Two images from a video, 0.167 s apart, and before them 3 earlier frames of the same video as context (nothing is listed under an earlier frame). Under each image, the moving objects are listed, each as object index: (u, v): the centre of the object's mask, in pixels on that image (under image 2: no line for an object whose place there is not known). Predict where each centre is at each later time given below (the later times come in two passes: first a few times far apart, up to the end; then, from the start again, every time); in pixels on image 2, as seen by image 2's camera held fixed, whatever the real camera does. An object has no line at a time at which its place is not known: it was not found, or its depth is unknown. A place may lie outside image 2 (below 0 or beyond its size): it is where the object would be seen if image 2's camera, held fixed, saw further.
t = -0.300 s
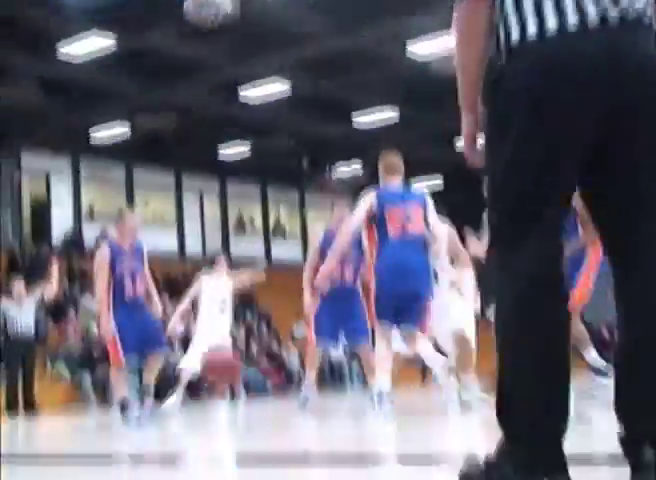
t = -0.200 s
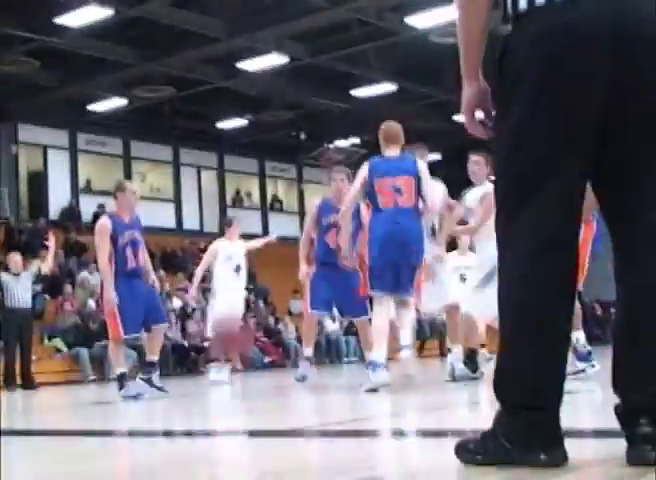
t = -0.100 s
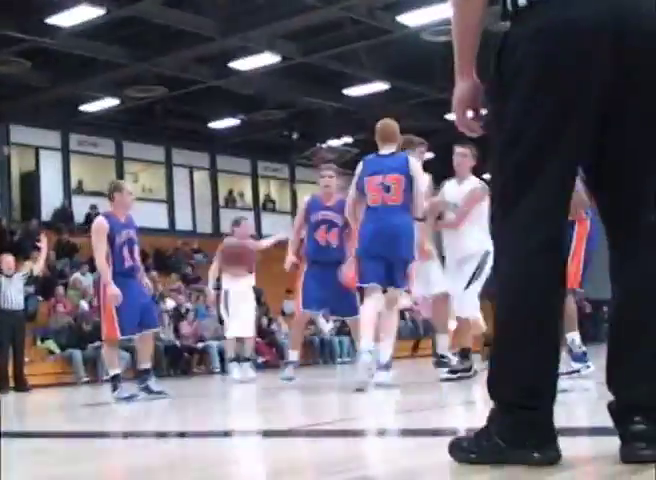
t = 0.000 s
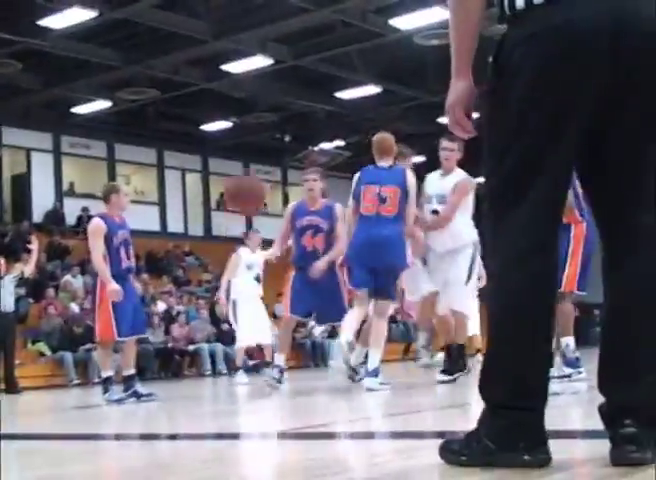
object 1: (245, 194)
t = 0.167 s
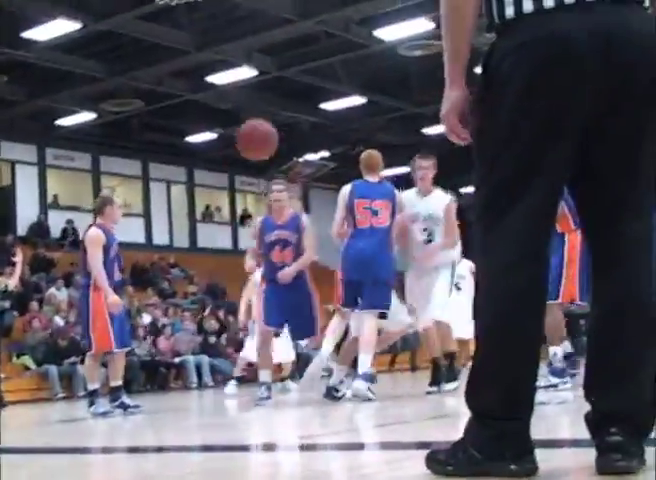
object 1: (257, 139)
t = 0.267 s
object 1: (273, 124)
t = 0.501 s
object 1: (313, 147)
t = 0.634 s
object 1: (338, 197)
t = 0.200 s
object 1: (262, 132)
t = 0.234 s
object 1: (267, 128)
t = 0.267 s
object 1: (273, 124)
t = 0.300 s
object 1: (278, 122)
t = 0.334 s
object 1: (284, 122)
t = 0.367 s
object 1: (290, 124)
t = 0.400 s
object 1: (295, 128)
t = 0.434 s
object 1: (301, 132)
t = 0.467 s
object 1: (307, 138)
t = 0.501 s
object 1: (313, 147)
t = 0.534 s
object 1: (319, 157)
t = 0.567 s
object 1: (326, 170)
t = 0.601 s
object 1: (331, 181)
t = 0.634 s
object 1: (338, 197)
